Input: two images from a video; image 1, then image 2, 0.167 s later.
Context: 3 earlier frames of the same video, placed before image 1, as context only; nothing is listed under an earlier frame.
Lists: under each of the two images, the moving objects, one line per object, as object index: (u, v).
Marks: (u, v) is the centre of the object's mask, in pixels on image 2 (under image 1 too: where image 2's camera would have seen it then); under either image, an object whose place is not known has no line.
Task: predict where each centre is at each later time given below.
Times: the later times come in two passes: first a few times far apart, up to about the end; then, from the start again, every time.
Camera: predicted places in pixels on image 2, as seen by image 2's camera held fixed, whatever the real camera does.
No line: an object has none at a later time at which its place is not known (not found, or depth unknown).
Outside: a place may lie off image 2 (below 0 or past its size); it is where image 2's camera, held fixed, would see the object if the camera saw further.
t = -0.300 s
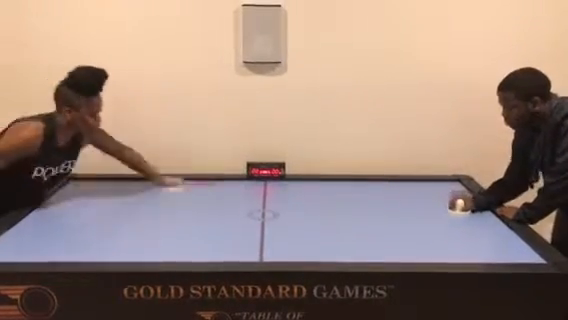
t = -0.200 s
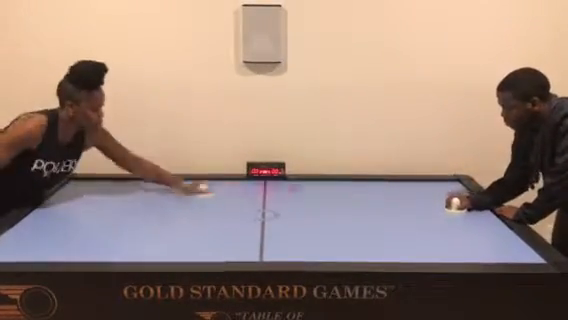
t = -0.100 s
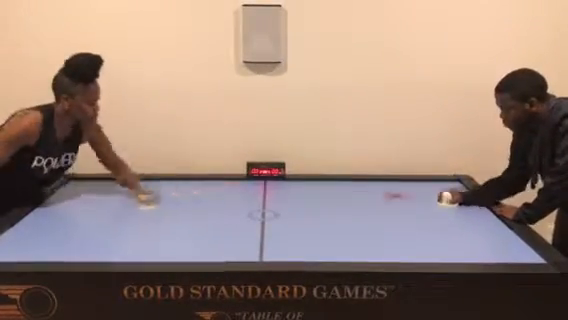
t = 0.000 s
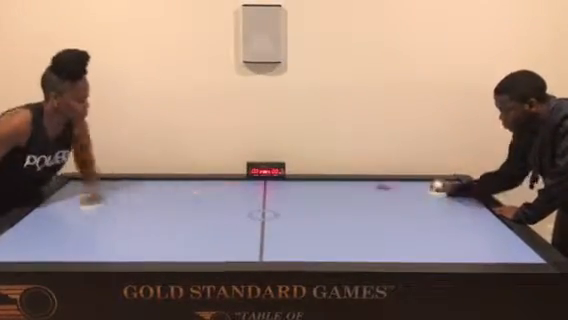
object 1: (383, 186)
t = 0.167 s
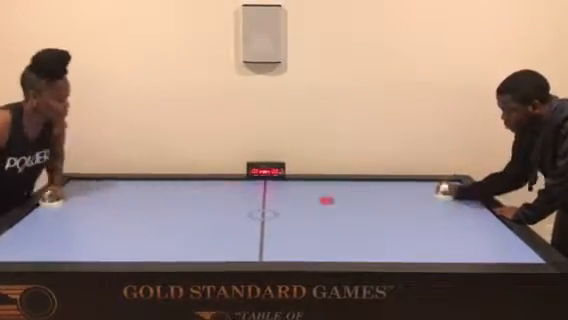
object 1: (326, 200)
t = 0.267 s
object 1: (289, 214)
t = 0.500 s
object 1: (177, 257)
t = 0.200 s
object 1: (313, 204)
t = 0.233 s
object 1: (301, 209)
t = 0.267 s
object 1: (289, 214)
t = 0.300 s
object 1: (275, 219)
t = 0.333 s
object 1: (262, 225)
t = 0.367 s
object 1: (245, 231)
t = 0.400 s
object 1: (230, 237)
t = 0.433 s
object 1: (213, 243)
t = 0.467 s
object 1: (195, 250)
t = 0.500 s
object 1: (177, 257)
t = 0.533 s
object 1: (163, 256)
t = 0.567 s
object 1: (152, 251)
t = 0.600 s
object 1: (141, 246)
